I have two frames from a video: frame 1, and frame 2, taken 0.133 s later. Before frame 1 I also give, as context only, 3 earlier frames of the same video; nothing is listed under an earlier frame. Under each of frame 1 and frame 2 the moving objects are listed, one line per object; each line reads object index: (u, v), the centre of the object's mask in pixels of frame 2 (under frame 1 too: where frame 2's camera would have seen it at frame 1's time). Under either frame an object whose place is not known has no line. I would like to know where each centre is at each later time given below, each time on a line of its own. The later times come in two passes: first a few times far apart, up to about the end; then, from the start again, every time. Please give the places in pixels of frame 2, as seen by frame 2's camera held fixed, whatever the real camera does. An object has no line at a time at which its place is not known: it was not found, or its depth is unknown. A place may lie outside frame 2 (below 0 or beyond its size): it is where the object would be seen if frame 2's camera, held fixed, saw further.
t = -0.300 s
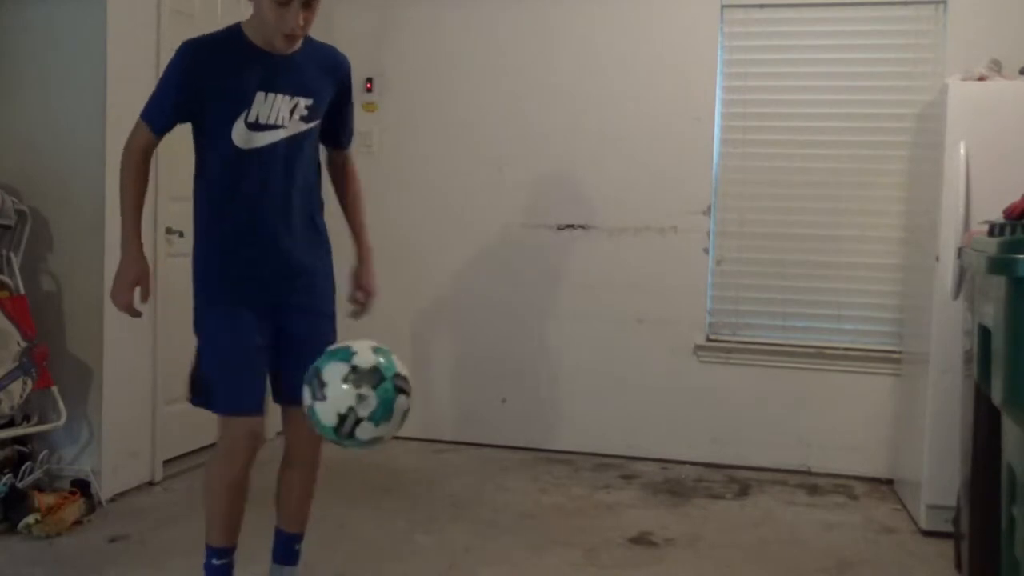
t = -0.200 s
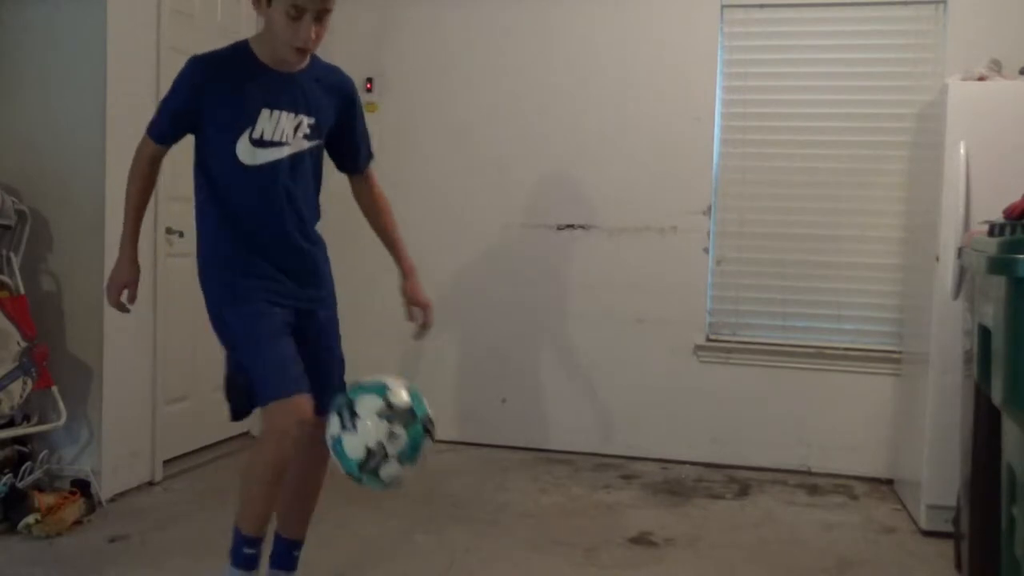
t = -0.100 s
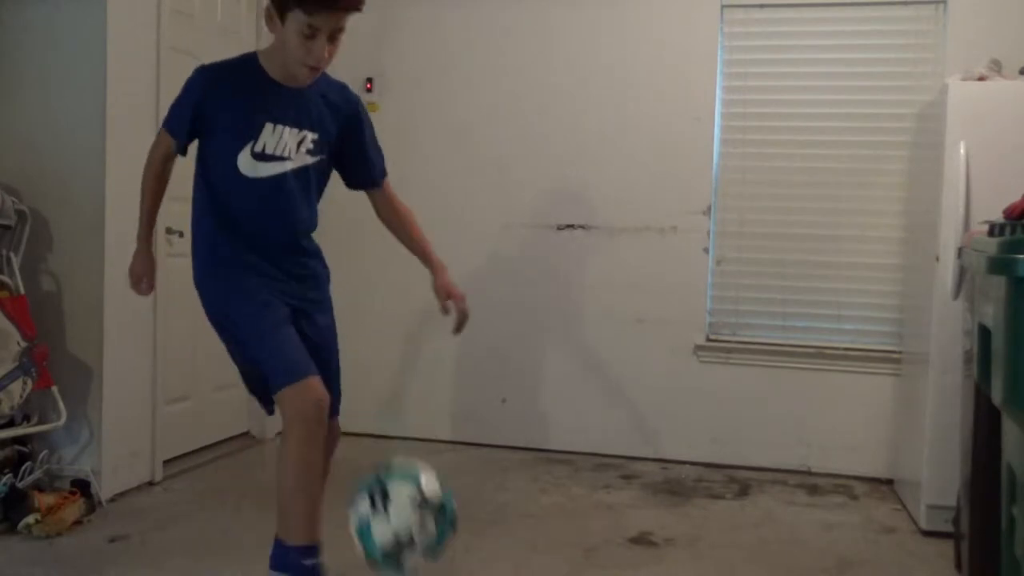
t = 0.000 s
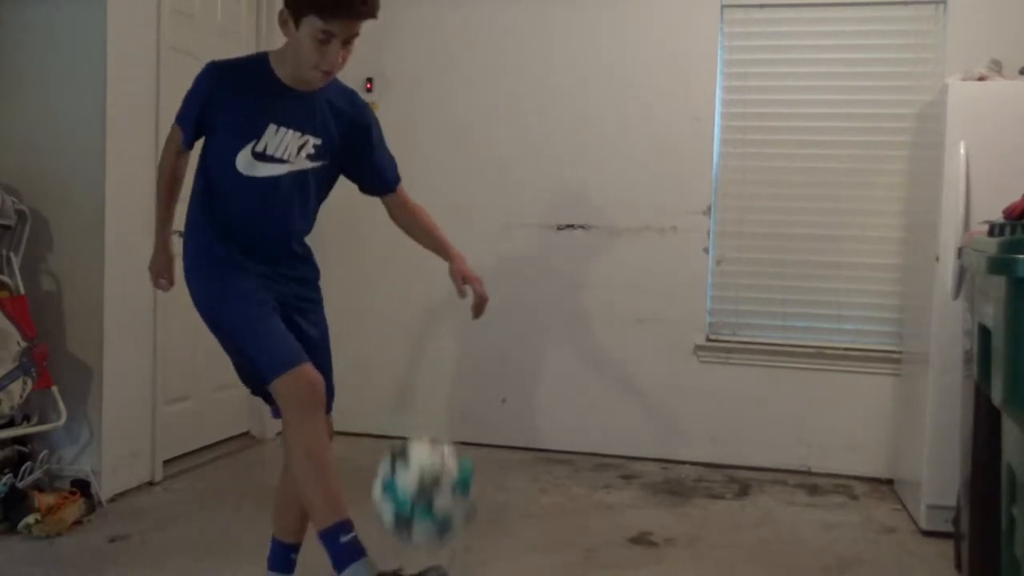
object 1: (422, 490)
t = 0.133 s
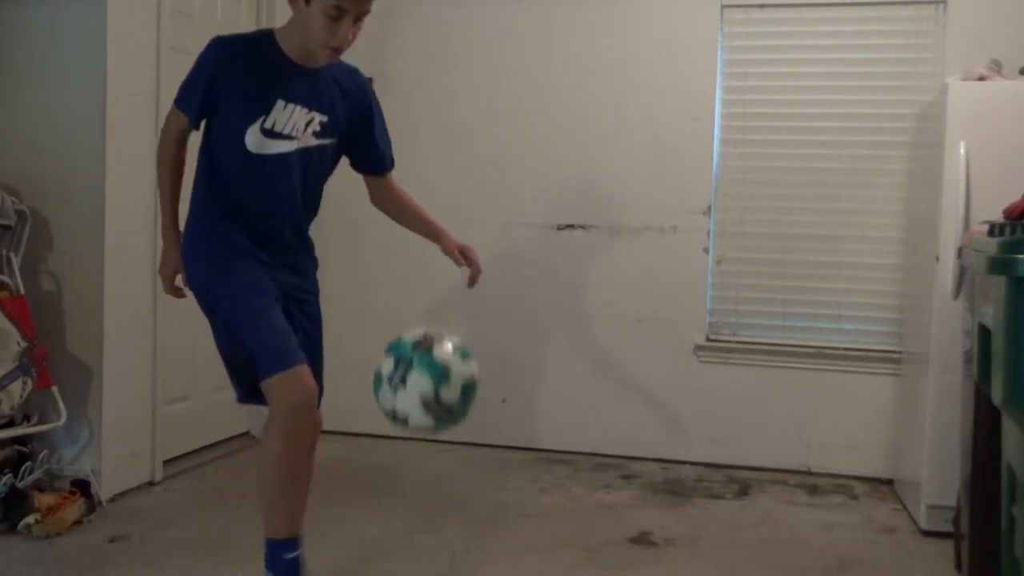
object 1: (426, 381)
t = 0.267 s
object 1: (424, 356)
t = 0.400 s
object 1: (421, 412)
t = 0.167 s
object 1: (425, 366)
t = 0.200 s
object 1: (425, 358)
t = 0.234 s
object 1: (425, 355)
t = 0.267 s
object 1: (424, 356)
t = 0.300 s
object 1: (424, 362)
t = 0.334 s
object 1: (424, 375)
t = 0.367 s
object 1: (423, 391)
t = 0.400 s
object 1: (421, 412)
